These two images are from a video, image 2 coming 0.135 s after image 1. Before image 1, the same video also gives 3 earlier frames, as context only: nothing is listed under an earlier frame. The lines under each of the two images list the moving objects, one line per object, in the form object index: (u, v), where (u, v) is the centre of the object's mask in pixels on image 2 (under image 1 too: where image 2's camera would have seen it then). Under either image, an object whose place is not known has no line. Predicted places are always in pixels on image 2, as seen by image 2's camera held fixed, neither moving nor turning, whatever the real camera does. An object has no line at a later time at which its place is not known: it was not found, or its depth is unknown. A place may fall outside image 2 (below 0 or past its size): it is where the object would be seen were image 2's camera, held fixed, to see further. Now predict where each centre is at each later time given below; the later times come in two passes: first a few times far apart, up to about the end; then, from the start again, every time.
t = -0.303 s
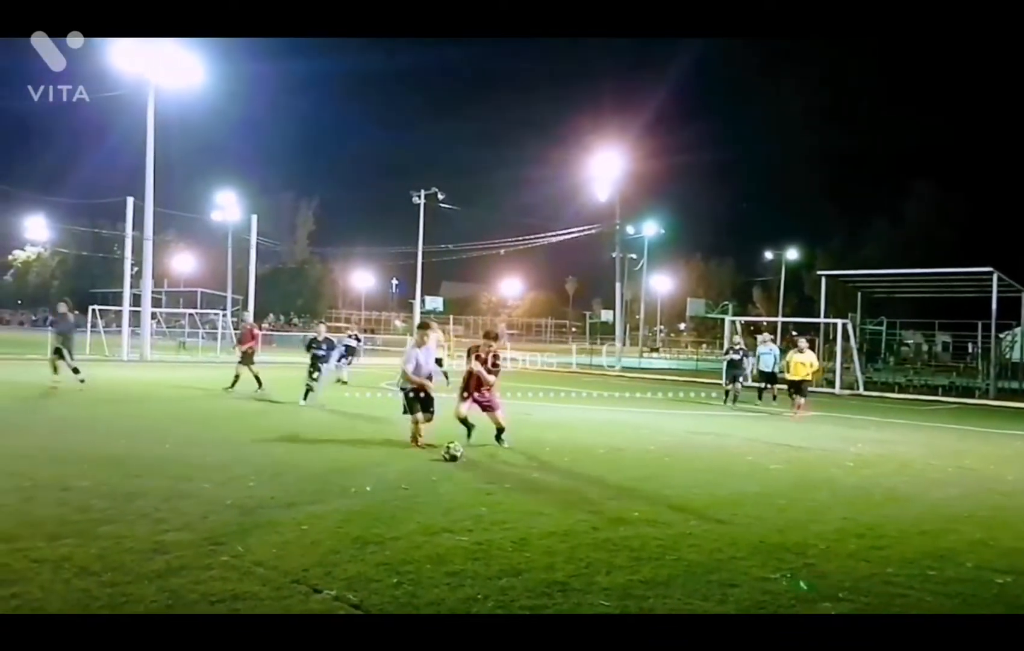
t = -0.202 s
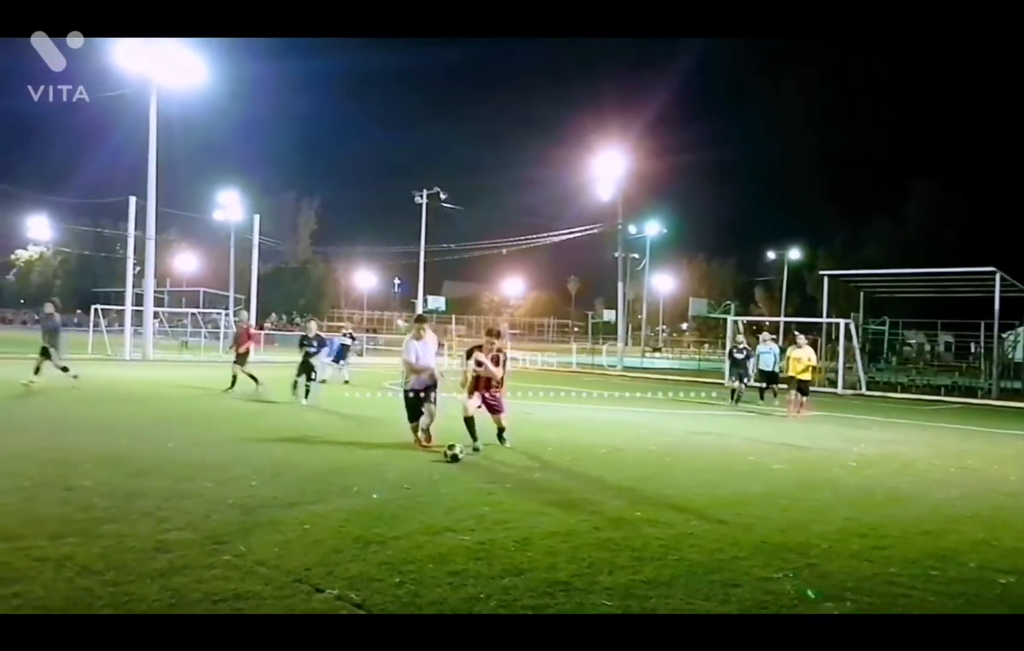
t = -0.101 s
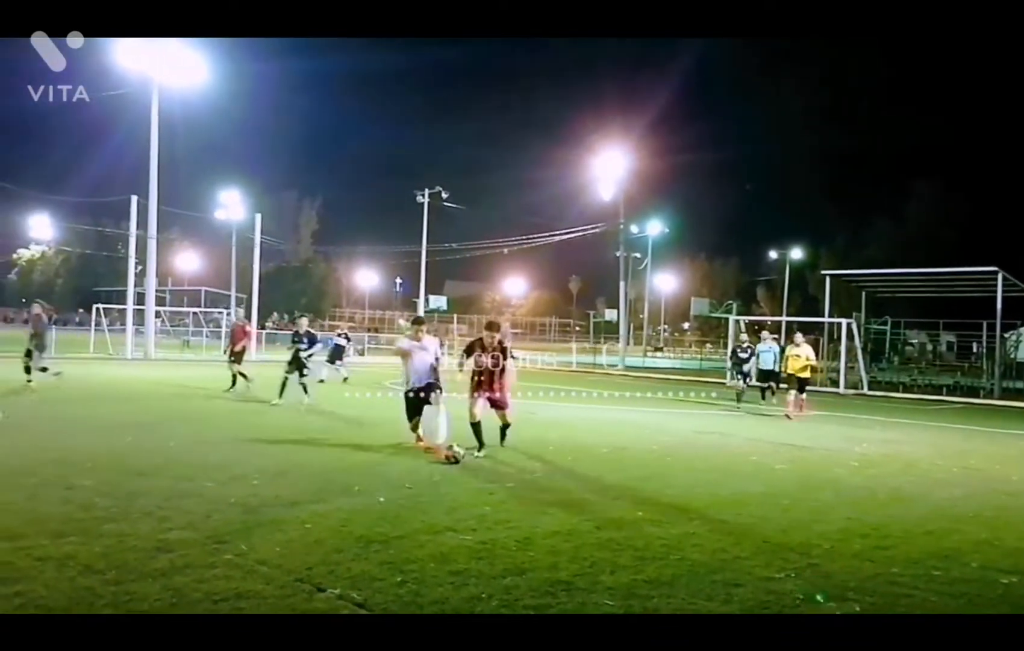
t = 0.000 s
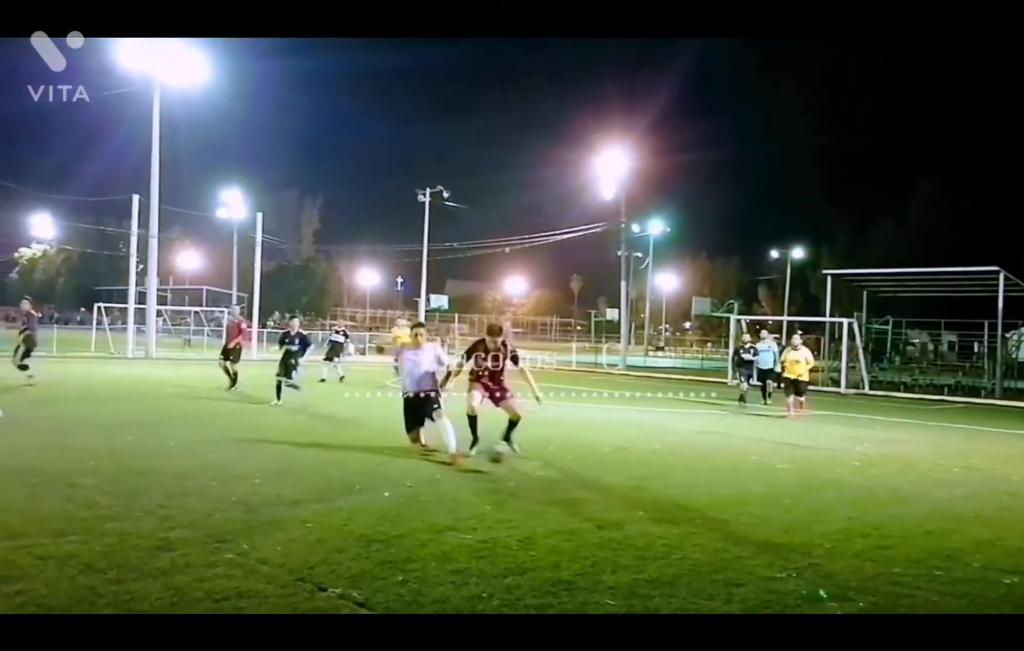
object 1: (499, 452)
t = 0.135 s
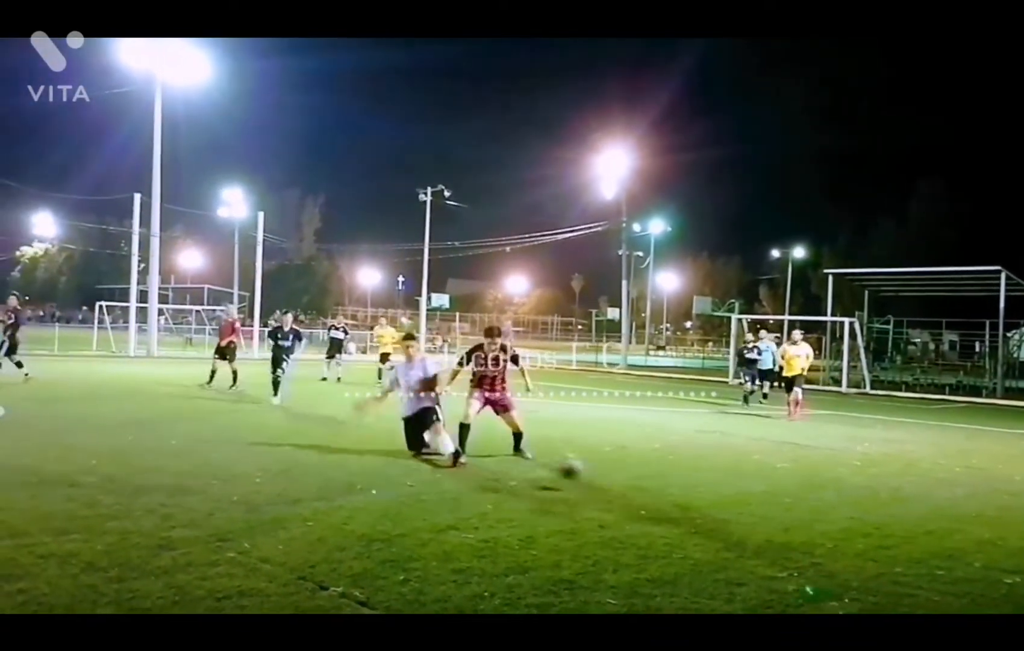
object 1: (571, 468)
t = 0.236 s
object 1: (634, 492)
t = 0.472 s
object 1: (768, 516)
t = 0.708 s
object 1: (941, 555)
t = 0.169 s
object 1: (591, 475)
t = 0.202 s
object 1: (613, 487)
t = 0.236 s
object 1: (634, 492)
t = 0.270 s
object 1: (650, 492)
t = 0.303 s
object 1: (668, 492)
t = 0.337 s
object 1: (687, 493)
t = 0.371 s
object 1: (705, 496)
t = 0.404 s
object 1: (726, 502)
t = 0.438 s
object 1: (748, 509)
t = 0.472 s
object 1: (768, 516)
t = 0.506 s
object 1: (791, 527)
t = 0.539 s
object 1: (813, 534)
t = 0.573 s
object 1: (837, 535)
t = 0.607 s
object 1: (862, 536)
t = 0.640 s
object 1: (888, 541)
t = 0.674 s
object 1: (914, 547)
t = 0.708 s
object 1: (941, 555)
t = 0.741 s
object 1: (971, 566)
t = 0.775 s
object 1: (995, 573)
